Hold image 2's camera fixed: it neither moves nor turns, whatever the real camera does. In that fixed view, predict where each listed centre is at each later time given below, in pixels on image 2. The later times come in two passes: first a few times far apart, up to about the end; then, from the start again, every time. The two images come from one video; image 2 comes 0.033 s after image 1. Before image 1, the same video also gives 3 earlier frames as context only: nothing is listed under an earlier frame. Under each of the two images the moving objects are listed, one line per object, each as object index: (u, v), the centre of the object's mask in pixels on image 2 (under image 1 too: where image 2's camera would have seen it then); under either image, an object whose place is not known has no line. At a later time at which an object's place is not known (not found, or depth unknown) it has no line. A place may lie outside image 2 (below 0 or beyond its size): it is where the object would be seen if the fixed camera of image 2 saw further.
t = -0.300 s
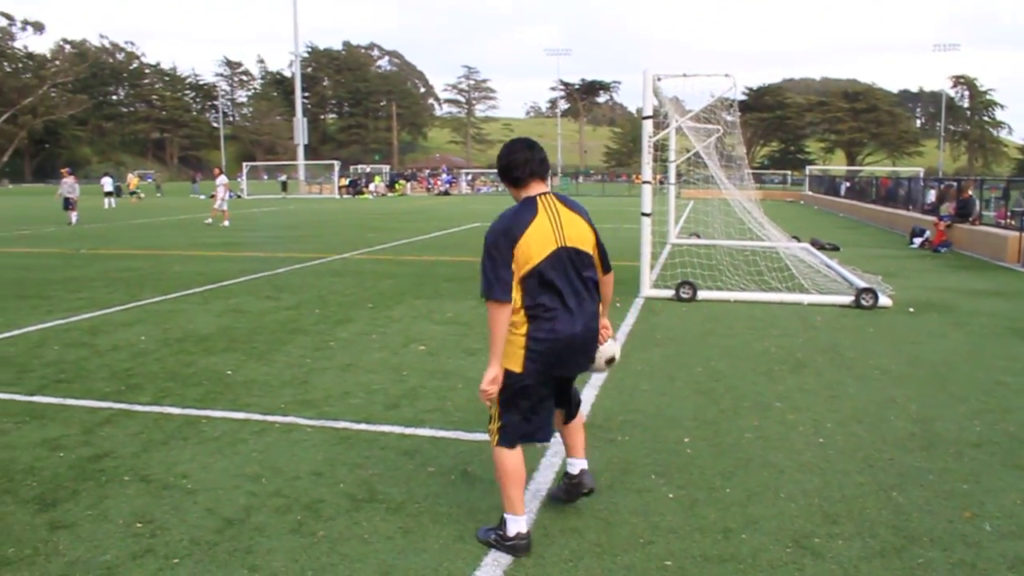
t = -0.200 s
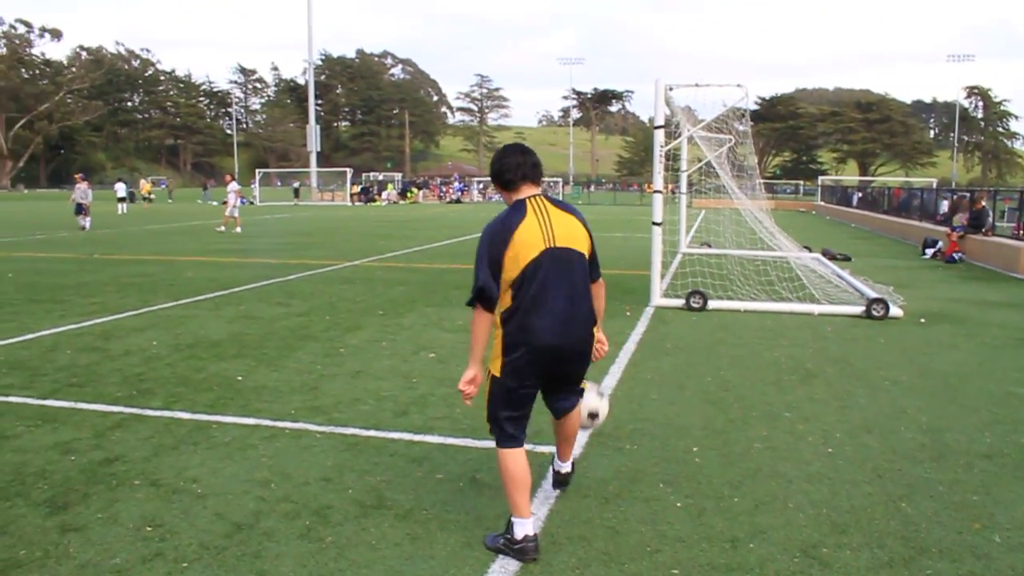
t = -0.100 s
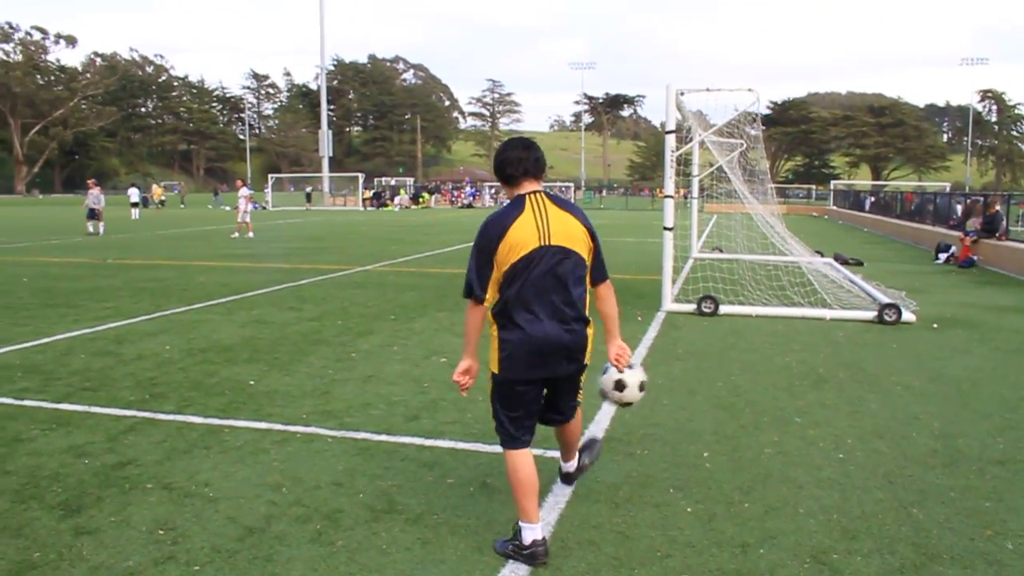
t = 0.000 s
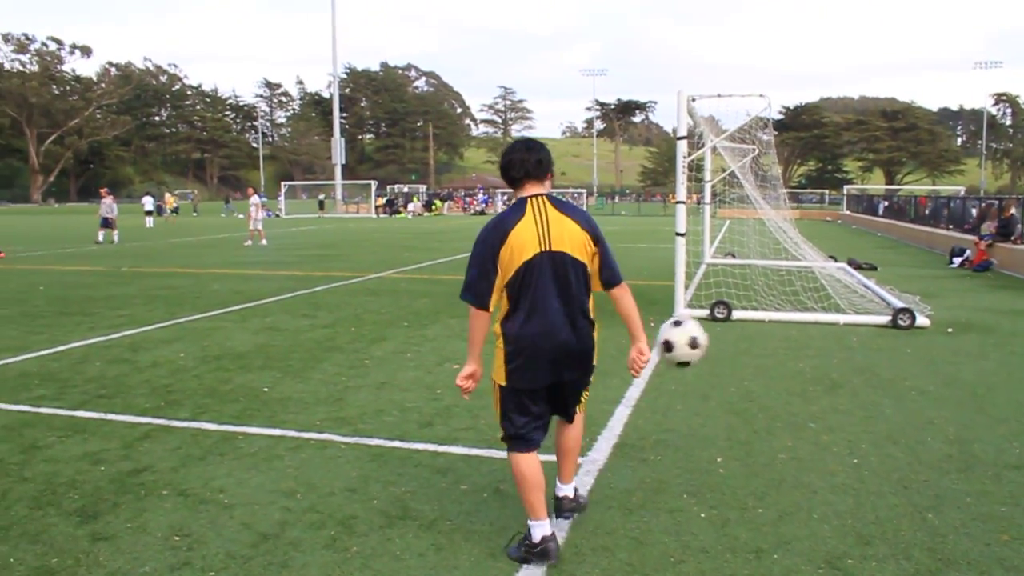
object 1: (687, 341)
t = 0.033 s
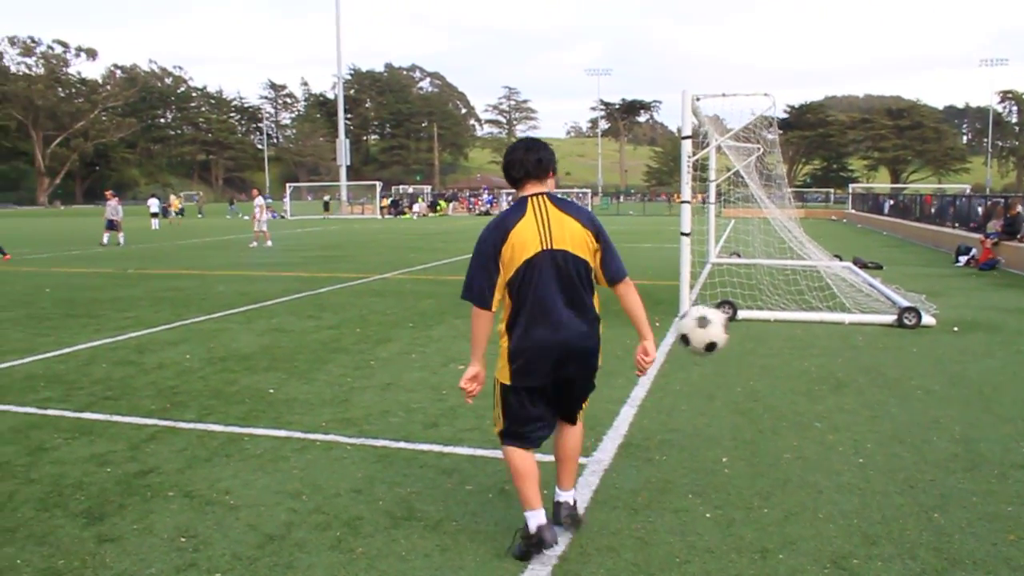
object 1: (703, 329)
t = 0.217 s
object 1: (798, 309)
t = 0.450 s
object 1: (940, 412)
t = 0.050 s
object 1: (711, 324)
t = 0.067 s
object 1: (719, 320)
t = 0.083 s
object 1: (728, 317)
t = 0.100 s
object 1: (736, 313)
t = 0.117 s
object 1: (744, 311)
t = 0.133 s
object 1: (753, 309)
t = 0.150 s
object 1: (762, 308)
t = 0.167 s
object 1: (771, 307)
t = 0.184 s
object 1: (780, 307)
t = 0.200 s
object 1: (790, 308)
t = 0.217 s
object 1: (798, 309)
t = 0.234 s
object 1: (807, 311)
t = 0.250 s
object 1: (817, 314)
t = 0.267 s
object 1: (827, 319)
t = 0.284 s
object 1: (836, 323)
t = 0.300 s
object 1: (846, 328)
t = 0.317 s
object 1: (856, 334)
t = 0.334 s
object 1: (866, 341)
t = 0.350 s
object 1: (876, 349)
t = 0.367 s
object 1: (886, 357)
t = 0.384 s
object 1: (896, 367)
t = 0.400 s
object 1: (907, 376)
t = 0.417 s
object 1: (917, 386)
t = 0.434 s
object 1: (928, 398)
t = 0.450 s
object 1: (940, 412)
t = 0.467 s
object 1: (951, 424)
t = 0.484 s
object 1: (961, 440)
